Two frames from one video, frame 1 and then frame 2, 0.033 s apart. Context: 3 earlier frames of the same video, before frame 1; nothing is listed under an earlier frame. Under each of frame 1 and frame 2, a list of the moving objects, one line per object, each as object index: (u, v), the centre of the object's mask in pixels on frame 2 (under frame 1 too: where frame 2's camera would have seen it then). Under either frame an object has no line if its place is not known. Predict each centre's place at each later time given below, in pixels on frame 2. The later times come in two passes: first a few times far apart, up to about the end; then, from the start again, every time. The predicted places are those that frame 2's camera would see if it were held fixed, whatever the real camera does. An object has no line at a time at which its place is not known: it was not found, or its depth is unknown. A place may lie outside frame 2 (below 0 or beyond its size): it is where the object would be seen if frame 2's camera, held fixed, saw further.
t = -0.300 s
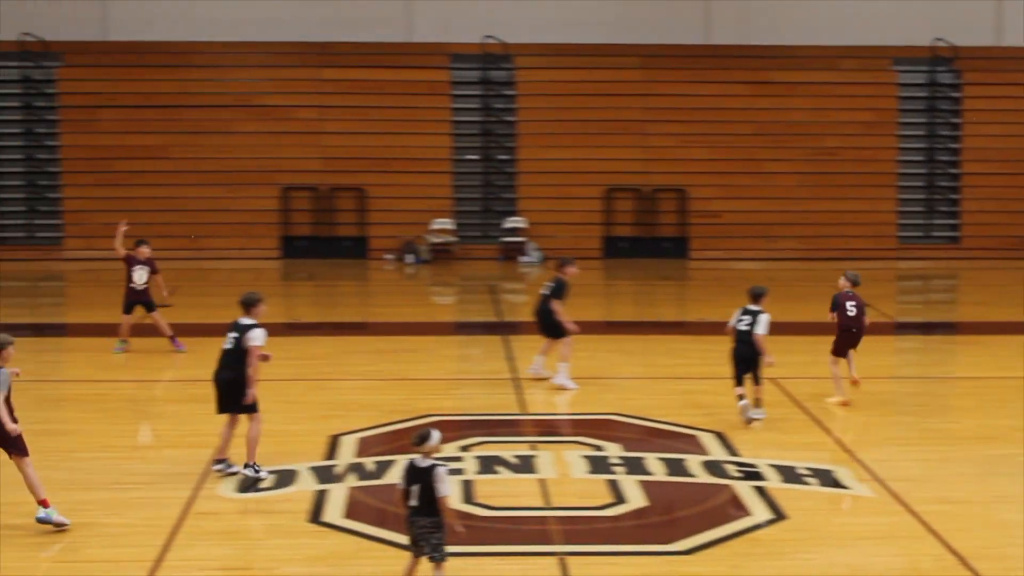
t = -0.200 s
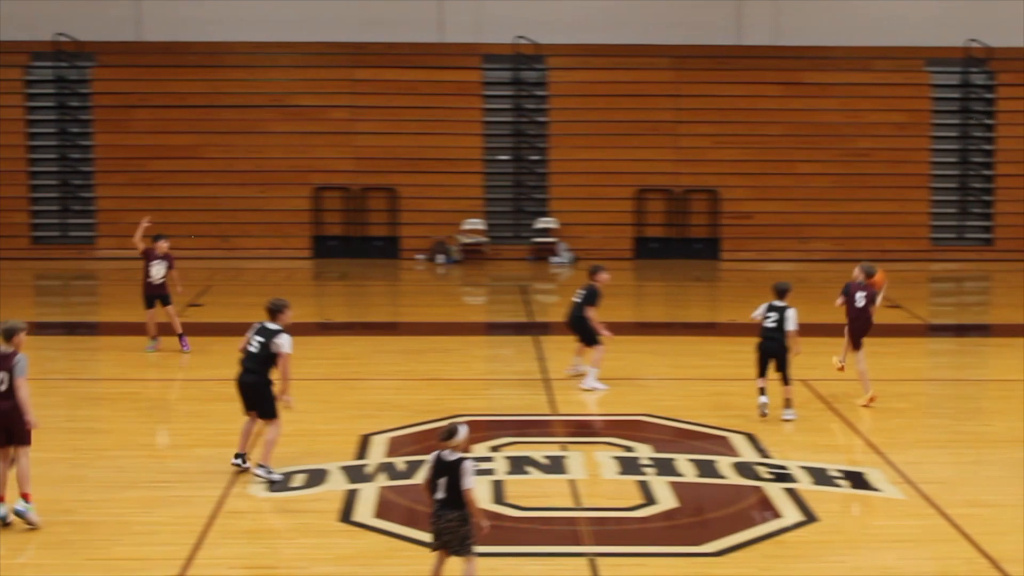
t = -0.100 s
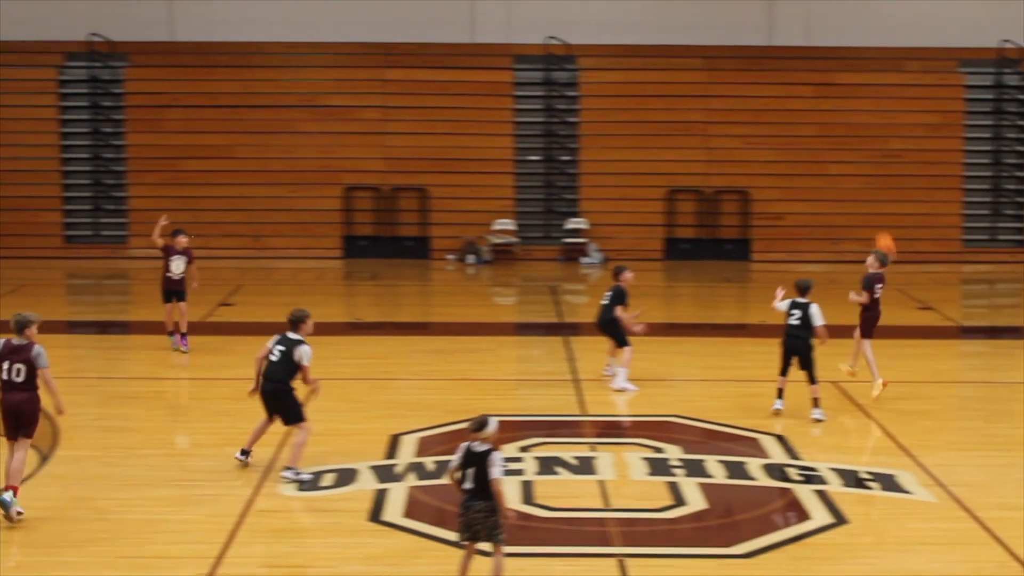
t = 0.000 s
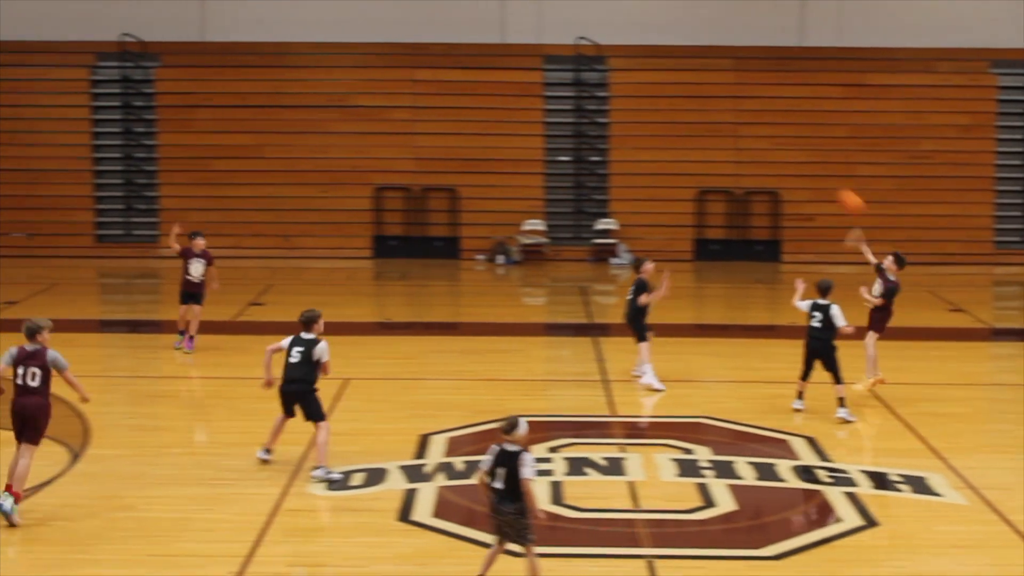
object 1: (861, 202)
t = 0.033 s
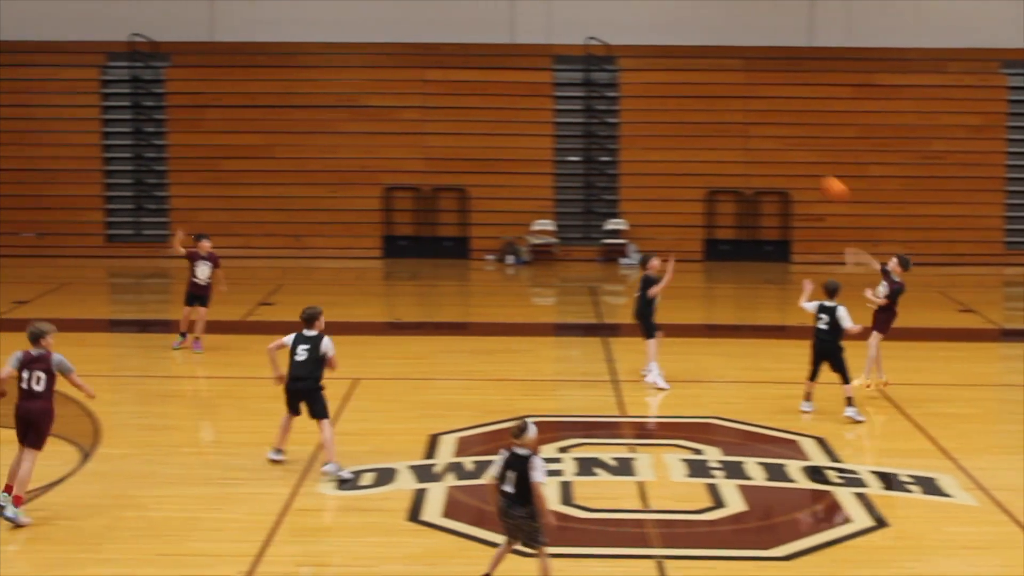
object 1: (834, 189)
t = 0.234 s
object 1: (683, 127)
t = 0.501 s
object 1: (494, 95)
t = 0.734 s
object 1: (335, 112)
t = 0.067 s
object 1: (809, 175)
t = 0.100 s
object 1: (783, 164)
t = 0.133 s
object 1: (758, 153)
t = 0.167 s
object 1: (733, 143)
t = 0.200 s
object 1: (708, 135)
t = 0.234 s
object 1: (683, 127)
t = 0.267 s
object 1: (659, 119)
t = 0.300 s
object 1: (635, 114)
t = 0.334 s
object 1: (610, 109)
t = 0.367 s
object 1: (587, 105)
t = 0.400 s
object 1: (564, 101)
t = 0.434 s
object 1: (540, 98)
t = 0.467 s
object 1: (517, 96)
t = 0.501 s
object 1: (494, 95)
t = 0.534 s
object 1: (471, 95)
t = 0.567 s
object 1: (448, 96)
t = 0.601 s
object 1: (425, 97)
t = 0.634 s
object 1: (402, 100)
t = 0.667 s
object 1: (380, 103)
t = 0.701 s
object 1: (357, 106)
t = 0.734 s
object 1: (335, 112)
